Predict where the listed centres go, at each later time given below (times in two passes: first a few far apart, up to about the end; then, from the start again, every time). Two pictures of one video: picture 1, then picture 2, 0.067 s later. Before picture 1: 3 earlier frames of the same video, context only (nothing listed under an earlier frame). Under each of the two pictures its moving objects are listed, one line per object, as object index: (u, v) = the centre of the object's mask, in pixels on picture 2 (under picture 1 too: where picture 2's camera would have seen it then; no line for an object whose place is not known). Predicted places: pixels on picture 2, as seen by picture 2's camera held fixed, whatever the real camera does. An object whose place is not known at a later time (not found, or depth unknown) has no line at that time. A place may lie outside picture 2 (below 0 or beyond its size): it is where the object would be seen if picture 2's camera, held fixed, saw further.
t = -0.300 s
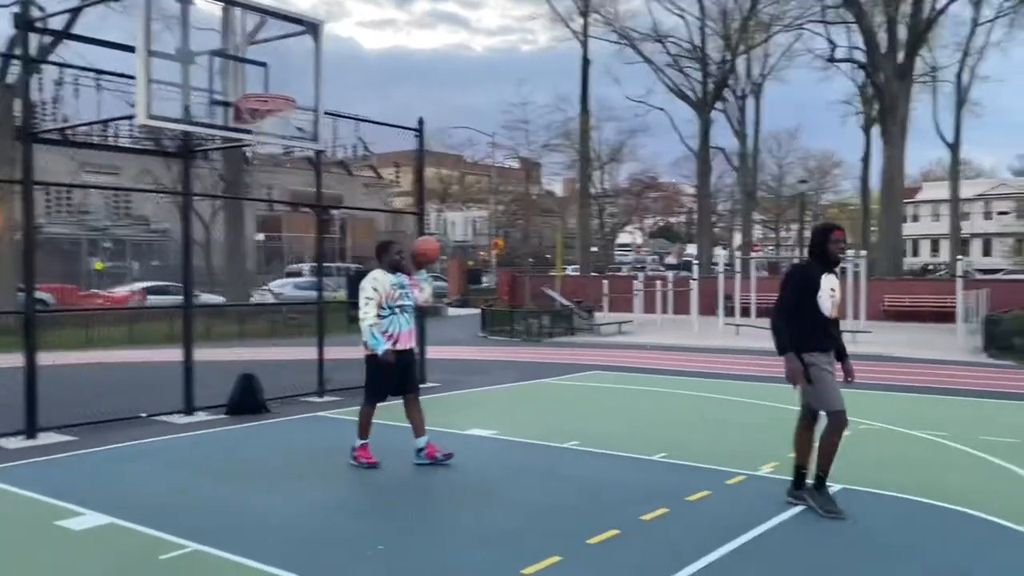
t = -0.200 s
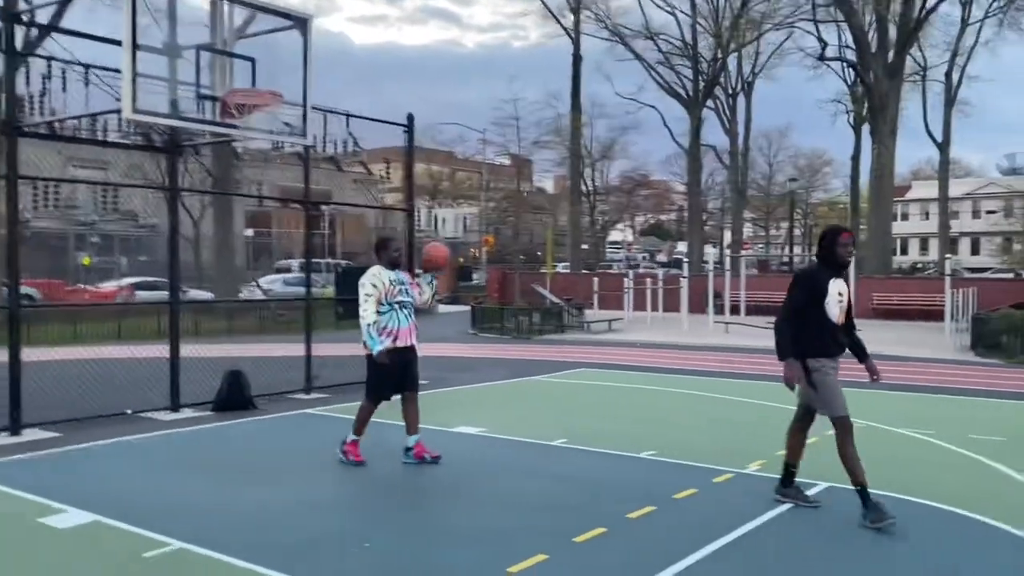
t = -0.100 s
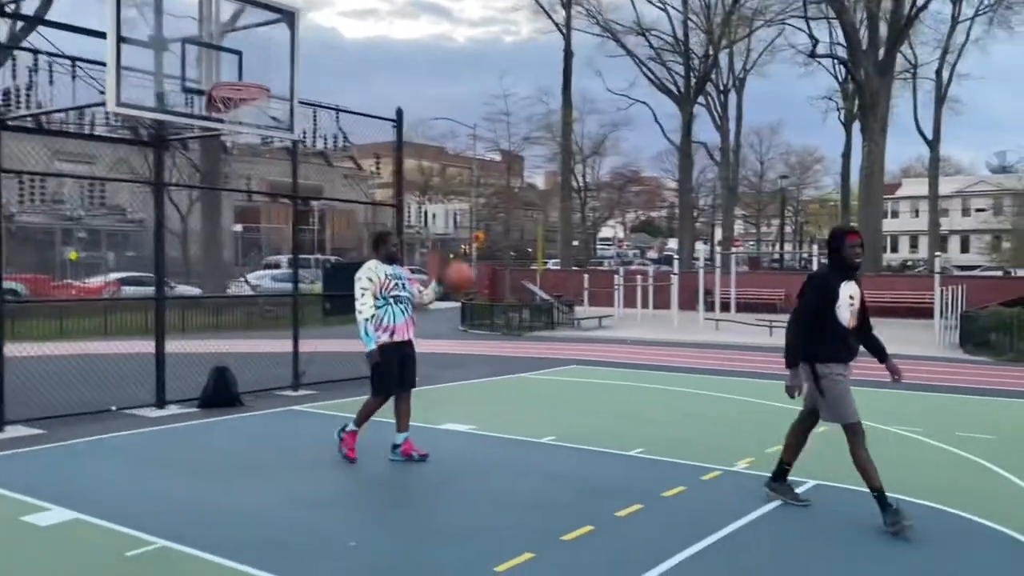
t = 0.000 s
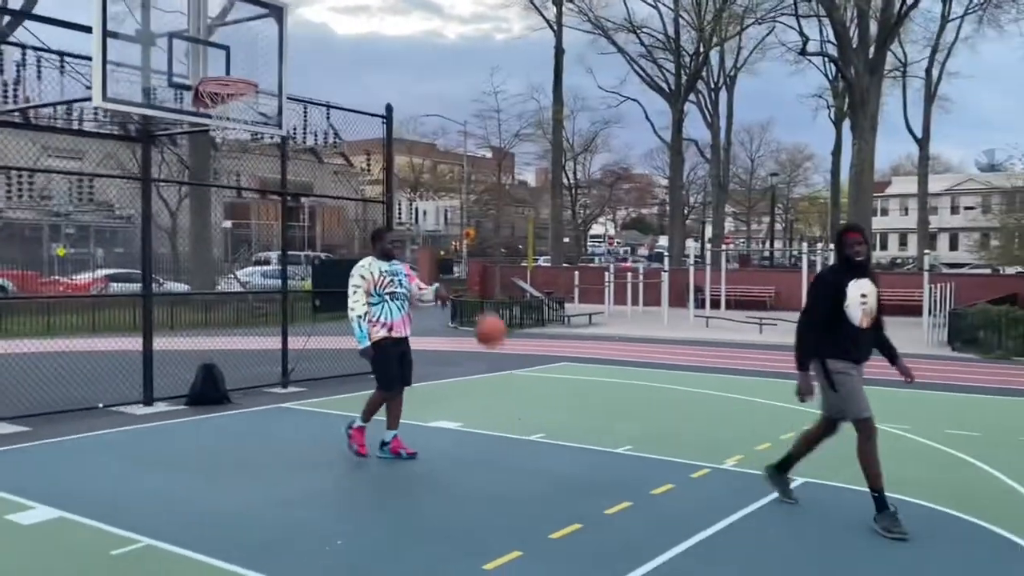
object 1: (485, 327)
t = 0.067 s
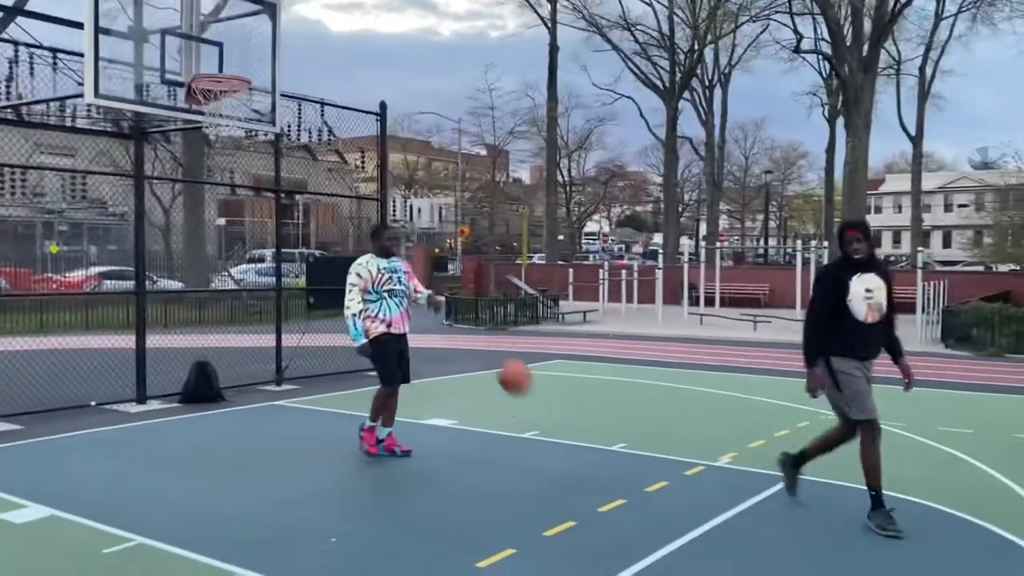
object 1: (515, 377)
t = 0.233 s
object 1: (586, 444)
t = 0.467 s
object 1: (663, 336)
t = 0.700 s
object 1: (756, 303)
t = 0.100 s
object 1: (530, 405)
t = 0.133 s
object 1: (546, 433)
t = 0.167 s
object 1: (563, 469)
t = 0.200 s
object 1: (575, 467)
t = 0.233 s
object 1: (586, 444)
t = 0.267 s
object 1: (595, 425)
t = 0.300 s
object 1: (606, 406)
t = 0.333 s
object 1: (615, 390)
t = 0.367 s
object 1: (626, 373)
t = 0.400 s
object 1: (639, 359)
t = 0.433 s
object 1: (650, 346)
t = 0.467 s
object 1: (663, 336)
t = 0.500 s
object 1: (676, 326)
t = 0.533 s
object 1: (690, 318)
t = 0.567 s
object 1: (702, 312)
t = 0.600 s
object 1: (714, 307)
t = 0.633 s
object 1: (731, 303)
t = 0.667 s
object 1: (744, 303)
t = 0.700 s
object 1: (756, 303)
